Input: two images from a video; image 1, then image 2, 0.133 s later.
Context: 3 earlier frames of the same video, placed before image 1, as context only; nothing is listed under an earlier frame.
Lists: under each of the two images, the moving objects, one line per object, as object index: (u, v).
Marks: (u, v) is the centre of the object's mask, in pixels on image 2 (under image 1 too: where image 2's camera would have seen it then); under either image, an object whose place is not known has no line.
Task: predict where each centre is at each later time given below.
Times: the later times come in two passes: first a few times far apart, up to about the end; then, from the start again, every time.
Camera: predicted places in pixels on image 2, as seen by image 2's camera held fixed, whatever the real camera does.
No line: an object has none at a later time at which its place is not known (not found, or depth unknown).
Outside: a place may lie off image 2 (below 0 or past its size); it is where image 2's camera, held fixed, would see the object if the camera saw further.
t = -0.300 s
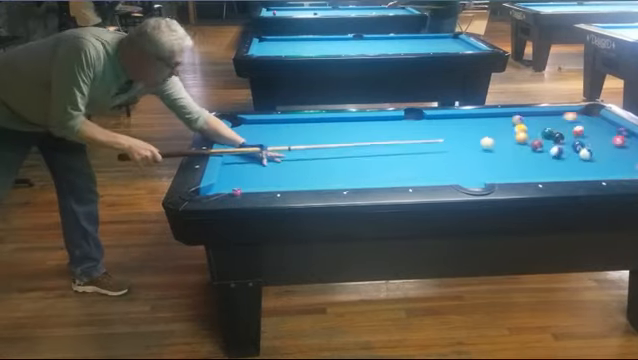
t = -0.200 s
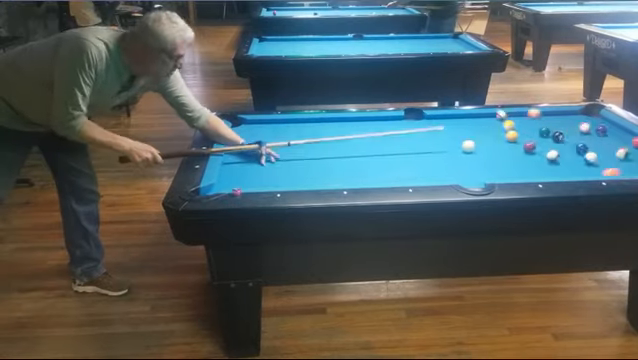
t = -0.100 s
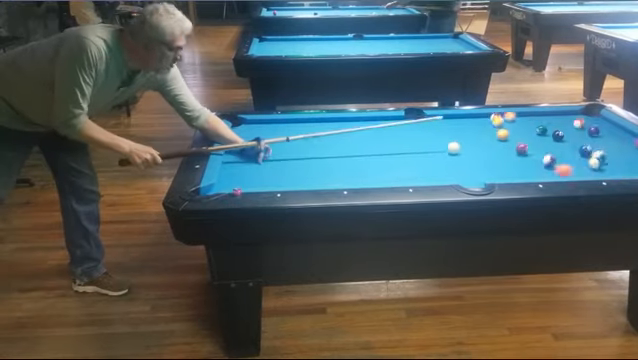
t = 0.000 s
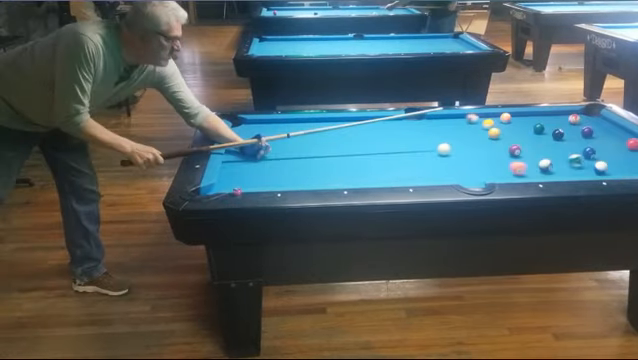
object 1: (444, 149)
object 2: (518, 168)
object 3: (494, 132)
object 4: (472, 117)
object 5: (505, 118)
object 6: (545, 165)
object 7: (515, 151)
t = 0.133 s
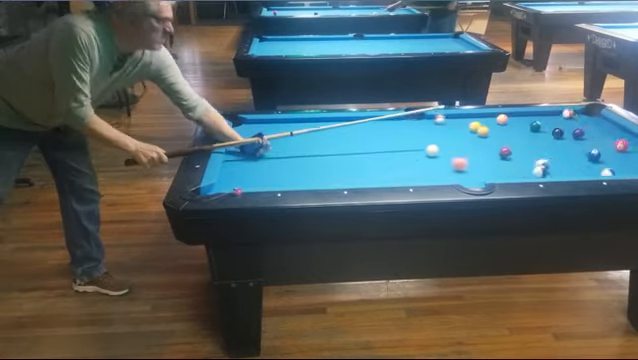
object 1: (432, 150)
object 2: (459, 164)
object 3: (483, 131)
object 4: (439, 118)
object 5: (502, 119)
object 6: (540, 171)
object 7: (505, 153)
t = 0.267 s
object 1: (420, 152)
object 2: (404, 160)
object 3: (473, 129)
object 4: (409, 120)
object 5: (497, 121)
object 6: (532, 174)
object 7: (495, 156)
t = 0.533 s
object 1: (397, 155)
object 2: (301, 153)
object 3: (462, 129)
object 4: (348, 122)
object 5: (487, 125)
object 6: (501, 170)
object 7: (475, 161)
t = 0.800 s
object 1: (375, 158)
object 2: (249, 143)
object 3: (451, 129)
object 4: (289, 123)
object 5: (477, 129)
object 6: (472, 163)
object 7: (456, 165)
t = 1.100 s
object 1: (351, 161)
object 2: (307, 127)
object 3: (440, 129)
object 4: (246, 124)
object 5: (467, 133)
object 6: (443, 156)
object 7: (434, 171)
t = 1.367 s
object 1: (331, 163)
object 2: (348, 120)
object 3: (432, 128)
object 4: (278, 124)
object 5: (458, 137)
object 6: (421, 150)
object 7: (416, 175)
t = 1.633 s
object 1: (311, 166)
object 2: (390, 126)
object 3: (424, 128)
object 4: (309, 123)
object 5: (449, 140)
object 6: (400, 145)
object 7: (397, 178)
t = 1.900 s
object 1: (312, 167)
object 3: (421, 127)
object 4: (338, 122)
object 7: (380, 180)
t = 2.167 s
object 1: (330, 167)
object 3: (422, 125)
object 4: (367, 121)
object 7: (367, 179)
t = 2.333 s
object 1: (339, 167)
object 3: (422, 124)
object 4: (383, 121)
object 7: (359, 179)
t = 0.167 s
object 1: (429, 150)
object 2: (445, 163)
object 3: (480, 130)
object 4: (432, 119)
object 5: (501, 120)
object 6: (540, 172)
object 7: (502, 154)
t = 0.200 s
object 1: (425, 150)
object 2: (431, 162)
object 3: (477, 130)
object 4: (424, 118)
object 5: (500, 120)
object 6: (537, 172)
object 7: (500, 154)
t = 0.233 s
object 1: (424, 151)
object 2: (417, 161)
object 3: (476, 130)
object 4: (416, 119)
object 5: (498, 121)
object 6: (536, 174)
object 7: (497, 155)
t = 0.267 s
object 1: (420, 152)
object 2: (404, 160)
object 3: (473, 129)
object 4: (409, 120)
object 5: (497, 121)
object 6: (532, 174)
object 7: (495, 156)
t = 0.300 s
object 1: (417, 152)
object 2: (390, 159)
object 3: (472, 129)
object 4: (401, 120)
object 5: (496, 121)
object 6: (529, 174)
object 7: (492, 156)
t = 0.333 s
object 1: (415, 153)
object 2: (377, 158)
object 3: (471, 129)
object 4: (394, 120)
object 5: (494, 122)
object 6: (524, 172)
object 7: (490, 157)
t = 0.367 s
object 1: (412, 153)
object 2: (364, 157)
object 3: (469, 129)
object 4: (386, 120)
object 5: (493, 122)
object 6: (520, 172)
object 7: (488, 158)
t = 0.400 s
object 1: (409, 153)
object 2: (351, 157)
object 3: (467, 129)
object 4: (379, 120)
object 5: (492, 123)
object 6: (515, 172)
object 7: (485, 158)
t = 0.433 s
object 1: (406, 154)
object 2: (338, 156)
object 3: (466, 129)
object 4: (372, 120)
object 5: (490, 123)
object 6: (511, 171)
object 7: (483, 159)
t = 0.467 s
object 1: (403, 154)
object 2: (326, 155)
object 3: (465, 129)
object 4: (364, 121)
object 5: (489, 124)
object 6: (507, 171)
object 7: (480, 159)
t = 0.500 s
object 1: (400, 154)
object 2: (313, 154)
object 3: (463, 129)
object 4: (356, 121)
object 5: (488, 125)
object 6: (504, 171)
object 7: (478, 160)
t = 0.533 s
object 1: (397, 155)
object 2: (301, 153)
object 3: (462, 129)
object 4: (348, 122)
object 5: (487, 125)
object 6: (501, 170)
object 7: (475, 161)
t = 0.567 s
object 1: (395, 155)
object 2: (289, 152)
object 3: (460, 129)
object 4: (341, 121)
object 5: (485, 125)
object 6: (497, 168)
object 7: (473, 161)
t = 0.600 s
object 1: (392, 155)
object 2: (277, 151)
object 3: (459, 129)
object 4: (334, 122)
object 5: (485, 126)
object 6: (493, 167)
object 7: (470, 161)
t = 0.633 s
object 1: (389, 156)
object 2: (264, 150)
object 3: (458, 129)
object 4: (326, 122)
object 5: (483, 126)
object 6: (489, 166)
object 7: (468, 162)
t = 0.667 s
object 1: (386, 156)
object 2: (252, 149)
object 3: (456, 129)
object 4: (319, 122)
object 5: (482, 126)
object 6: (485, 165)
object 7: (465, 163)
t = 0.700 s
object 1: (384, 156)
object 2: (240, 149)
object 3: (455, 129)
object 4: (311, 122)
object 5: (481, 127)
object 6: (482, 165)
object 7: (463, 164)
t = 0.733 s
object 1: (381, 157)
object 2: (232, 148)
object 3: (453, 129)
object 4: (304, 123)
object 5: (479, 128)
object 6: (478, 164)
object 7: (460, 164)
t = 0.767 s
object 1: (378, 157)
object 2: (241, 145)
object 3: (452, 129)
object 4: (296, 123)
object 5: (479, 128)
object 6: (475, 164)
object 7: (458, 165)
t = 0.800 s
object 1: (375, 158)
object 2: (249, 143)
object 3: (451, 129)
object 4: (289, 123)
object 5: (477, 129)
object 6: (472, 163)
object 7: (456, 165)
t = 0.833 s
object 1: (372, 158)
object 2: (257, 141)
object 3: (449, 129)
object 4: (282, 123)
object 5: (476, 129)
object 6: (468, 162)
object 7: (453, 166)
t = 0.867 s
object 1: (370, 158)
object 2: (265, 140)
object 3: (448, 129)
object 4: (274, 123)
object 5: (476, 129)
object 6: (466, 160)
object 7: (451, 167)
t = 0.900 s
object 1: (367, 158)
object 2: (271, 137)
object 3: (447, 129)
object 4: (267, 124)
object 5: (474, 130)
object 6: (462, 160)
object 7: (449, 167)
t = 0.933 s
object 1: (365, 159)
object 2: (277, 135)
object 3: (446, 129)
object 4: (259, 124)
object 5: (473, 131)
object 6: (459, 159)
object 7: (446, 168)
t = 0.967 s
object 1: (361, 159)
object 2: (283, 134)
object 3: (444, 129)
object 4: (251, 124)
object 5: (472, 131)
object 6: (455, 158)
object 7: (444, 168)
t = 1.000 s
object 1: (359, 160)
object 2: (289, 132)
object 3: (443, 128)
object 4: (244, 124)
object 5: (471, 132)
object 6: (452, 158)
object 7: (441, 169)
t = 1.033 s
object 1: (356, 160)
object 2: (295, 131)
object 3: (442, 128)
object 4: (237, 124)
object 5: (469, 132)
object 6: (449, 157)
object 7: (439, 170)
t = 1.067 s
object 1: (354, 160)
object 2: (301, 129)
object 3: (441, 129)
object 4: (242, 125)
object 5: (468, 133)
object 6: (446, 157)
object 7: (436, 171)
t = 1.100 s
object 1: (351, 161)
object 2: (307, 127)
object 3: (440, 129)
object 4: (246, 124)
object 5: (467, 133)
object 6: (443, 156)
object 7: (434, 171)
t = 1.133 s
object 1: (348, 161)
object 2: (312, 126)
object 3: (439, 129)
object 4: (250, 124)
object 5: (466, 133)
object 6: (440, 156)
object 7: (432, 172)
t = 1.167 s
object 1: (346, 161)
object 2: (317, 124)
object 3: (438, 129)
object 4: (254, 124)
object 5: (465, 134)
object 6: (438, 155)
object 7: (430, 172)
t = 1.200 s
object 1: (344, 162)
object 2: (322, 122)
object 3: (436, 129)
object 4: (259, 123)
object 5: (464, 134)
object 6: (435, 154)
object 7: (427, 173)
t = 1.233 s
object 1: (341, 162)
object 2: (328, 121)
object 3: (436, 128)
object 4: (264, 123)
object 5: (463, 135)
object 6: (432, 153)
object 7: (425, 173)
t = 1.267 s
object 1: (339, 162)
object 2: (332, 119)
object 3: (435, 128)
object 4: (268, 123)
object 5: (461, 135)
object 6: (429, 152)
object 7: (423, 174)
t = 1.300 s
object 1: (336, 163)
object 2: (338, 119)
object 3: (433, 128)
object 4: (272, 124)
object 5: (460, 136)
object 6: (426, 152)
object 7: (421, 175)
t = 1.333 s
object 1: (334, 163)
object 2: (343, 119)
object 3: (432, 128)
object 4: (274, 124)
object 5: (459, 136)
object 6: (423, 151)
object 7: (418, 175)
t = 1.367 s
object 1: (331, 163)
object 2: (348, 120)
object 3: (432, 128)
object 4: (278, 124)
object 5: (458, 137)
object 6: (421, 150)
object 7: (416, 175)
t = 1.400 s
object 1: (329, 164)
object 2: (353, 121)
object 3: (430, 128)
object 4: (282, 123)
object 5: (457, 137)
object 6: (418, 150)
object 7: (414, 175)
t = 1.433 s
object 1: (326, 164)
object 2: (358, 122)
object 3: (429, 128)
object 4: (286, 123)
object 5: (456, 137)
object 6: (415, 150)
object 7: (411, 176)
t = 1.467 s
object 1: (323, 164)
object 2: (364, 123)
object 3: (428, 128)
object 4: (291, 122)
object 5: (455, 138)
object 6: (413, 149)
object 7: (409, 176)
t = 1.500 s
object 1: (321, 164)
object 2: (369, 123)
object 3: (428, 128)
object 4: (295, 123)
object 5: (453, 138)
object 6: (410, 148)
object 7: (406, 176)
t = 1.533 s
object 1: (319, 165)
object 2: (374, 124)
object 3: (427, 128)
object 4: (299, 122)
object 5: (453, 139)
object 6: (408, 148)
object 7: (404, 177)
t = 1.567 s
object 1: (316, 165)
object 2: (379, 125)
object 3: (426, 128)
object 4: (303, 123)
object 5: (452, 139)
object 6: (406, 147)
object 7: (402, 177)
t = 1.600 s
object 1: (314, 166)
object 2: (384, 125)
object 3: (425, 128)
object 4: (306, 123)
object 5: (450, 139)
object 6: (403, 146)
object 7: (399, 178)
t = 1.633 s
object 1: (311, 166)
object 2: (390, 126)
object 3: (424, 128)
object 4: (309, 123)
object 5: (449, 140)
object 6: (400, 145)
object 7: (397, 178)
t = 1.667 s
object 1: (309, 166)
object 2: (395, 127)
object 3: (424, 128)
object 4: (312, 122)
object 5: (448, 140)
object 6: (398, 144)
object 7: (395, 179)
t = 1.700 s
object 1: (306, 167)
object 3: (422, 127)
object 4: (316, 122)
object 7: (392, 179)
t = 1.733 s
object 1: (304, 167)
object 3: (422, 128)
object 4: (320, 122)
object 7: (391, 179)
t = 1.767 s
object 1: (302, 167)
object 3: (421, 127)
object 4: (324, 122)
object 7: (388, 180)
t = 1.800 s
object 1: (304, 167)
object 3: (422, 127)
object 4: (328, 122)
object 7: (386, 180)
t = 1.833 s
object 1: (307, 167)
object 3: (421, 124)
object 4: (332, 122)
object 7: (384, 180)
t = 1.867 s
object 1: (310, 167)
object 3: (420, 126)
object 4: (335, 122)
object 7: (382, 180)
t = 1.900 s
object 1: (312, 167)
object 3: (421, 127)
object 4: (338, 122)
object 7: (380, 180)
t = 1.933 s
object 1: (315, 167)
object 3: (421, 127)
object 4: (341, 122)
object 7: (378, 180)
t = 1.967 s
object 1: (317, 167)
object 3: (421, 127)
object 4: (345, 122)
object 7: (377, 180)
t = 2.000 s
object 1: (319, 167)
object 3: (421, 126)
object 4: (349, 121)
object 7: (375, 180)
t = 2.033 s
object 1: (321, 167)
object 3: (421, 126)
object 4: (353, 121)
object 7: (374, 179)
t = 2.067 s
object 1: (323, 167)
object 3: (422, 125)
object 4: (356, 121)
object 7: (372, 179)
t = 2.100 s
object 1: (325, 167)
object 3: (421, 125)
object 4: (360, 121)
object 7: (370, 179)
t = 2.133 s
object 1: (327, 167)
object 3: (422, 125)
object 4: (363, 121)
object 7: (368, 179)
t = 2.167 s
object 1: (330, 167)
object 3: (422, 125)
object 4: (367, 121)
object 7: (367, 179)
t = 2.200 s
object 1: (332, 167)
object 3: (422, 124)
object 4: (370, 121)
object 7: (366, 179)
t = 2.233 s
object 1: (334, 167)
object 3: (422, 124)
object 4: (373, 121)
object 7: (364, 179)
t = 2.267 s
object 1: (336, 167)
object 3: (422, 124)
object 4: (376, 121)
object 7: (362, 179)
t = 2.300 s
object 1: (338, 167)
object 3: (422, 124)
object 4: (380, 121)
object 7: (361, 179)
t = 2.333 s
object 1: (339, 167)
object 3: (422, 124)
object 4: (383, 121)
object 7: (359, 179)
